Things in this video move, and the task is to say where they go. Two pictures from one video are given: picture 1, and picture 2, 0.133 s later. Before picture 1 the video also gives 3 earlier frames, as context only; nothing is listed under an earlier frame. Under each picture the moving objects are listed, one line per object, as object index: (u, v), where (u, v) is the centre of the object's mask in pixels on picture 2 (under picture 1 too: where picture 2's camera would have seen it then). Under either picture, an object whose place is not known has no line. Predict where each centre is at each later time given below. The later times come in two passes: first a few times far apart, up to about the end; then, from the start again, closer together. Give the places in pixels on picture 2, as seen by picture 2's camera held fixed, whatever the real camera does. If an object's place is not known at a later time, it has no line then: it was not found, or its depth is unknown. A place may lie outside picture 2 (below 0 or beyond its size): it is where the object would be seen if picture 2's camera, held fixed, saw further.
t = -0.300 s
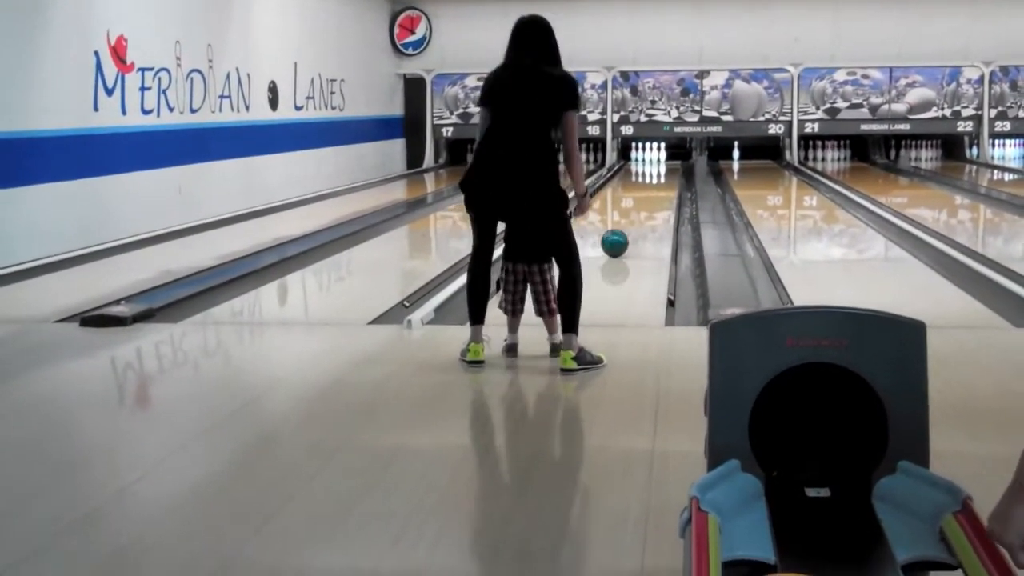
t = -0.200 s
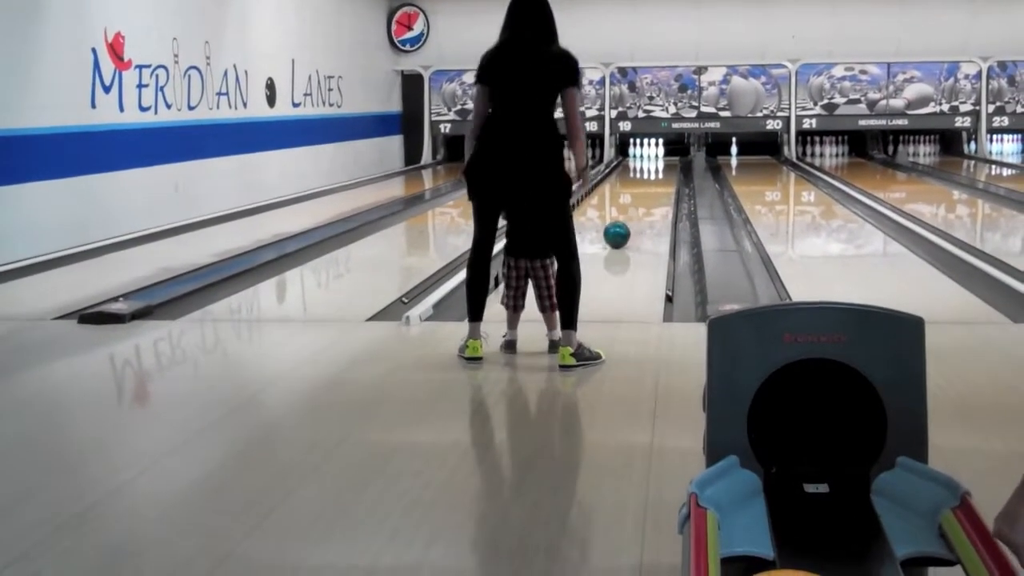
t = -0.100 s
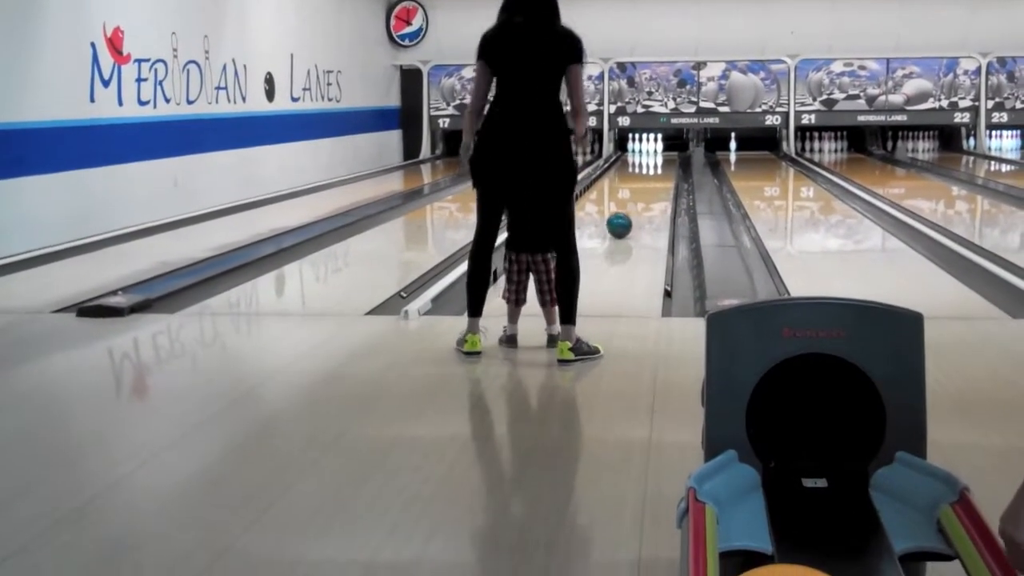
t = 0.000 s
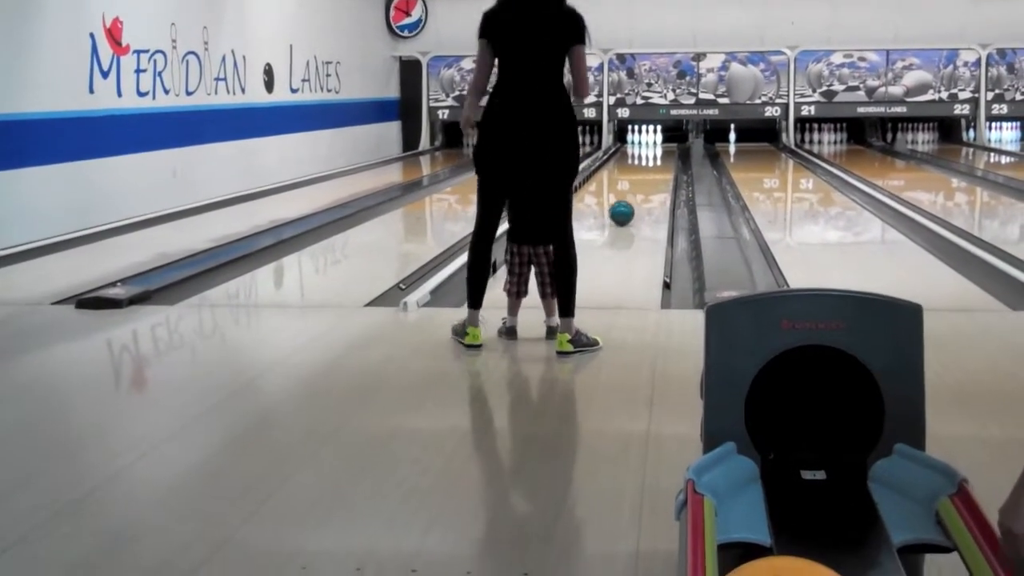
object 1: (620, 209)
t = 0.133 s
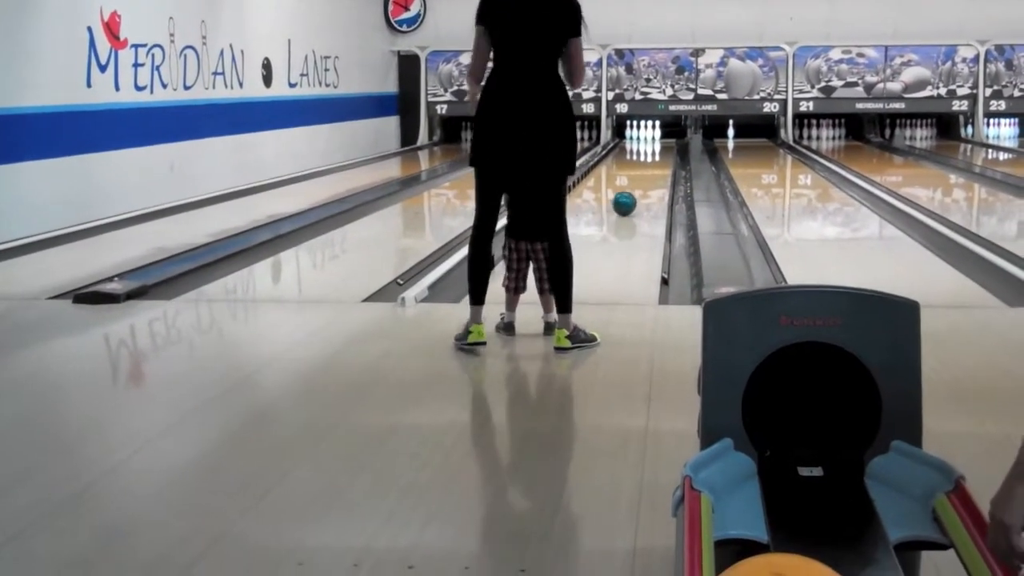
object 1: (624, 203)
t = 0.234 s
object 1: (627, 200)
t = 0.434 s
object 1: (632, 194)
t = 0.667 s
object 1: (637, 188)
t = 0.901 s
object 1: (642, 182)
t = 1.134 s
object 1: (646, 177)
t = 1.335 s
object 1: (649, 173)
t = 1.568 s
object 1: (652, 170)
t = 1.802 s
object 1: (655, 165)
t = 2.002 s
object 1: (657, 163)
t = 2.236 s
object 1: (659, 160)
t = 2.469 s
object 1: (660, 157)
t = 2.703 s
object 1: (662, 155)
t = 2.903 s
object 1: (662, 153)
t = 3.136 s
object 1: (663, 151)
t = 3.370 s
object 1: (664, 149)
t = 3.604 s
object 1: (664, 148)
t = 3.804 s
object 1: (664, 146)
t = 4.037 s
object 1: (665, 144)
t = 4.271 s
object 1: (665, 143)
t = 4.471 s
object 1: (665, 142)
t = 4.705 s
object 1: (666, 140)
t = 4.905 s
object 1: (665, 139)
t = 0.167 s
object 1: (625, 203)
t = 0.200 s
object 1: (626, 201)
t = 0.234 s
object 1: (627, 200)
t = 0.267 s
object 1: (628, 199)
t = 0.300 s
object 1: (629, 198)
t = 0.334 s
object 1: (630, 197)
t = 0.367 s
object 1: (630, 196)
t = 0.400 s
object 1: (631, 195)
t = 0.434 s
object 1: (632, 194)
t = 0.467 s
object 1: (633, 193)
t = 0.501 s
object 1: (634, 192)
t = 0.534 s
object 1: (634, 191)
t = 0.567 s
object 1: (635, 190)
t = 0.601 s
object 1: (636, 190)
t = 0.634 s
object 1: (637, 188)
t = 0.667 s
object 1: (637, 188)
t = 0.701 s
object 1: (638, 187)
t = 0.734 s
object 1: (639, 186)
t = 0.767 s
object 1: (639, 185)
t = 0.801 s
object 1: (640, 184)
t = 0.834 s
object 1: (641, 183)
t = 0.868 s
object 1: (641, 183)
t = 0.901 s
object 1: (642, 182)
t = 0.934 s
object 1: (643, 181)
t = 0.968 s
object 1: (644, 181)
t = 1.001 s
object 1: (644, 180)
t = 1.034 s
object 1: (645, 179)
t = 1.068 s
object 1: (645, 179)
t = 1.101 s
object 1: (646, 178)
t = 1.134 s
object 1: (646, 177)
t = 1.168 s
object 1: (647, 177)
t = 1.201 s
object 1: (647, 176)
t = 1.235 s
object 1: (648, 175)
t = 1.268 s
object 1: (648, 175)
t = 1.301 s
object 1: (649, 174)
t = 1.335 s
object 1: (649, 173)
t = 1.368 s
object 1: (649, 173)
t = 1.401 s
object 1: (650, 172)
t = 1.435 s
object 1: (651, 172)
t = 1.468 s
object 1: (651, 172)
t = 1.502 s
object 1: (652, 171)
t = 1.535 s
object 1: (652, 170)
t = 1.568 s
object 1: (652, 170)
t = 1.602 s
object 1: (653, 169)
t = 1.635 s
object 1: (653, 168)
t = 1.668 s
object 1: (653, 168)
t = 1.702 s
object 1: (654, 167)
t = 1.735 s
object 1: (654, 166)
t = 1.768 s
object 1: (655, 166)
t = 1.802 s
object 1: (655, 165)
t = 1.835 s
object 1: (655, 165)
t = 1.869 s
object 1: (655, 165)
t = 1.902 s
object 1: (656, 164)
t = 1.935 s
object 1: (656, 164)
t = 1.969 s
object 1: (656, 164)
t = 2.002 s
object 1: (657, 163)
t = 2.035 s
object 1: (658, 162)
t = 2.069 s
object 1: (658, 162)
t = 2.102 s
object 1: (658, 161)
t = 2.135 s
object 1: (658, 161)
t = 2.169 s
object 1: (659, 161)
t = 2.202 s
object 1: (659, 160)
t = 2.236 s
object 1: (659, 160)
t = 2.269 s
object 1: (659, 159)
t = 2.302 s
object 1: (659, 159)
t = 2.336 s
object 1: (659, 159)
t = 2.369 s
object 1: (660, 158)
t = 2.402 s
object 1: (660, 157)
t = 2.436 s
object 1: (660, 157)
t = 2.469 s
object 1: (660, 157)
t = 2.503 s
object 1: (660, 157)
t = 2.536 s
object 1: (660, 157)
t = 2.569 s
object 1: (660, 157)
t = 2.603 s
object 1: (661, 156)
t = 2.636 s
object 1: (662, 155)
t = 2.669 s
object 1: (662, 155)
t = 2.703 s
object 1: (662, 155)
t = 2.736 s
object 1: (662, 154)
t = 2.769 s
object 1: (662, 154)
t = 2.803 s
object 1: (662, 154)
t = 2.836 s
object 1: (662, 154)
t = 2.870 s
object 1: (662, 153)
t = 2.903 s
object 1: (662, 153)
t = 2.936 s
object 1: (663, 152)
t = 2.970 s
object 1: (663, 152)
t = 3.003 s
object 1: (663, 152)
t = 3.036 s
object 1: (663, 152)
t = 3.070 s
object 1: (663, 152)
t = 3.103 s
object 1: (663, 152)
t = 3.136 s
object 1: (663, 151)
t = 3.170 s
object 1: (663, 151)
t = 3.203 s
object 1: (663, 151)
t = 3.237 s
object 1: (663, 151)
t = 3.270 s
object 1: (663, 150)
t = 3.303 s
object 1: (664, 150)
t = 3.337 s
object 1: (663, 149)
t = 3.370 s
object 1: (664, 149)
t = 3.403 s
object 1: (664, 149)
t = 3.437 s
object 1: (663, 149)
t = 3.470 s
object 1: (663, 149)
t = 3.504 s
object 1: (664, 149)
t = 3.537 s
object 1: (663, 149)
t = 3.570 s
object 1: (664, 148)
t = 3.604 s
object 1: (664, 148)
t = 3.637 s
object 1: (664, 147)
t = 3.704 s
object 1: (664, 147)
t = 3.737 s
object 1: (664, 146)
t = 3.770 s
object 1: (664, 146)
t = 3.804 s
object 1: (664, 146)
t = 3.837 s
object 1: (664, 146)
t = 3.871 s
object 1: (665, 146)
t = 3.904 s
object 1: (665, 145)
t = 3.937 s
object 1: (665, 145)
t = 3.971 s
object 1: (665, 145)
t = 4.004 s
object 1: (665, 144)
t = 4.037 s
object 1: (665, 144)
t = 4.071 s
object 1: (665, 144)
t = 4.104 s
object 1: (665, 144)
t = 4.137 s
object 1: (665, 144)
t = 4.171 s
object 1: (665, 143)
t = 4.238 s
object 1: (665, 143)
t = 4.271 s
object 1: (665, 143)
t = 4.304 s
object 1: (665, 142)
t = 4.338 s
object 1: (665, 143)
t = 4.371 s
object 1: (666, 143)
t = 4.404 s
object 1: (666, 143)
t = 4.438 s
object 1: (666, 142)
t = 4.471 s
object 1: (665, 142)
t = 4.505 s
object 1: (666, 142)
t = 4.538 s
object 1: (666, 142)
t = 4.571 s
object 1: (666, 142)
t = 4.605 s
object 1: (666, 142)
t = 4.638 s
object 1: (666, 142)
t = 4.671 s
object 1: (666, 141)
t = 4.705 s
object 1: (666, 140)
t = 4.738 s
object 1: (665, 140)
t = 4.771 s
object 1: (666, 140)
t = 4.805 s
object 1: (665, 140)
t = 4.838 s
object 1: (665, 140)
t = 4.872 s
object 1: (665, 139)
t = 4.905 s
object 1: (665, 139)
